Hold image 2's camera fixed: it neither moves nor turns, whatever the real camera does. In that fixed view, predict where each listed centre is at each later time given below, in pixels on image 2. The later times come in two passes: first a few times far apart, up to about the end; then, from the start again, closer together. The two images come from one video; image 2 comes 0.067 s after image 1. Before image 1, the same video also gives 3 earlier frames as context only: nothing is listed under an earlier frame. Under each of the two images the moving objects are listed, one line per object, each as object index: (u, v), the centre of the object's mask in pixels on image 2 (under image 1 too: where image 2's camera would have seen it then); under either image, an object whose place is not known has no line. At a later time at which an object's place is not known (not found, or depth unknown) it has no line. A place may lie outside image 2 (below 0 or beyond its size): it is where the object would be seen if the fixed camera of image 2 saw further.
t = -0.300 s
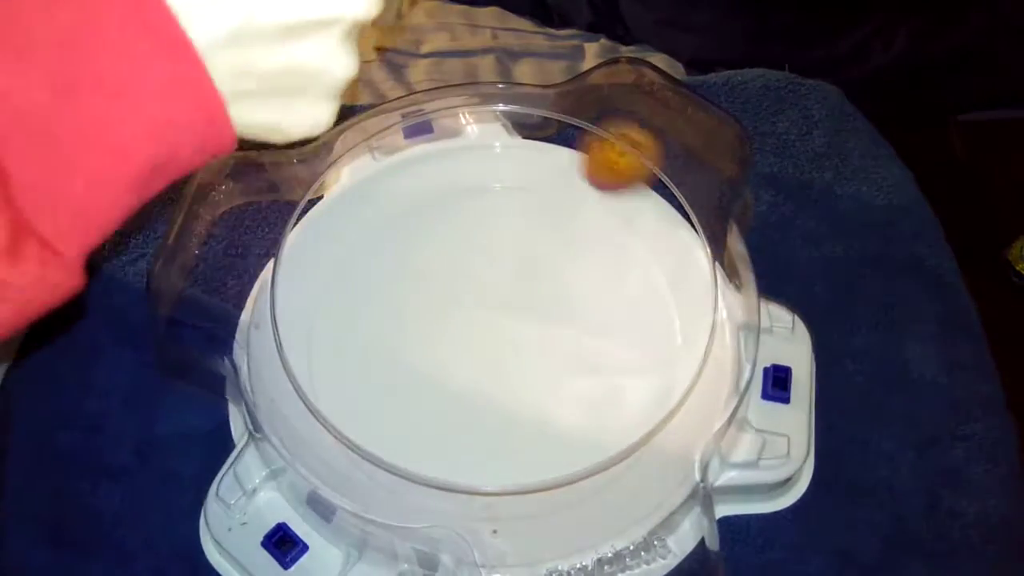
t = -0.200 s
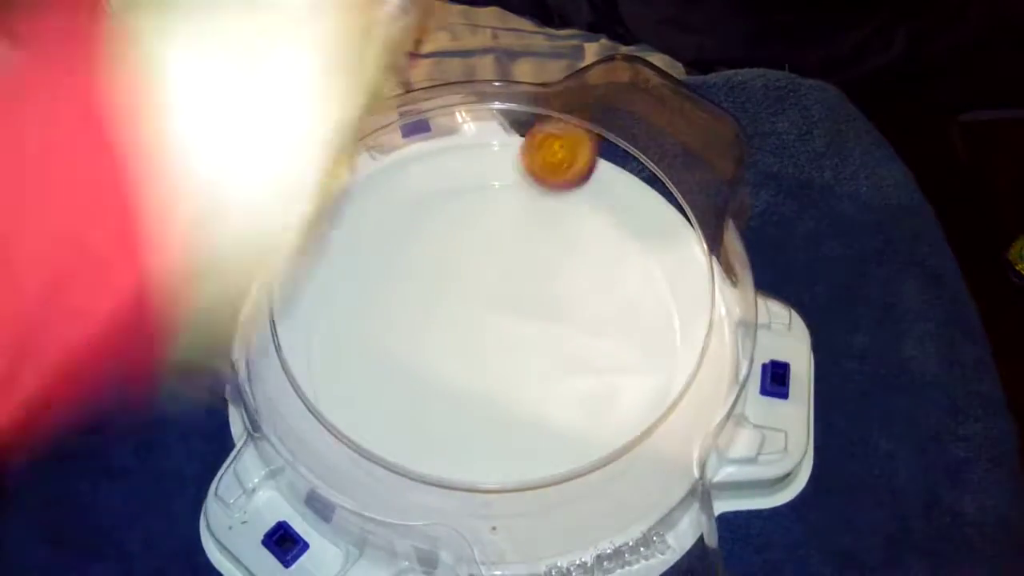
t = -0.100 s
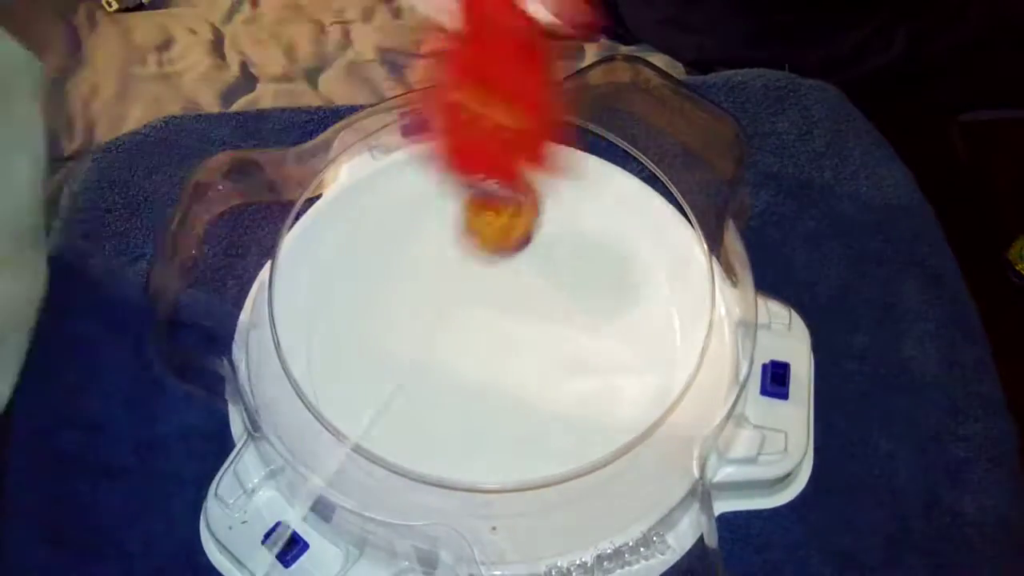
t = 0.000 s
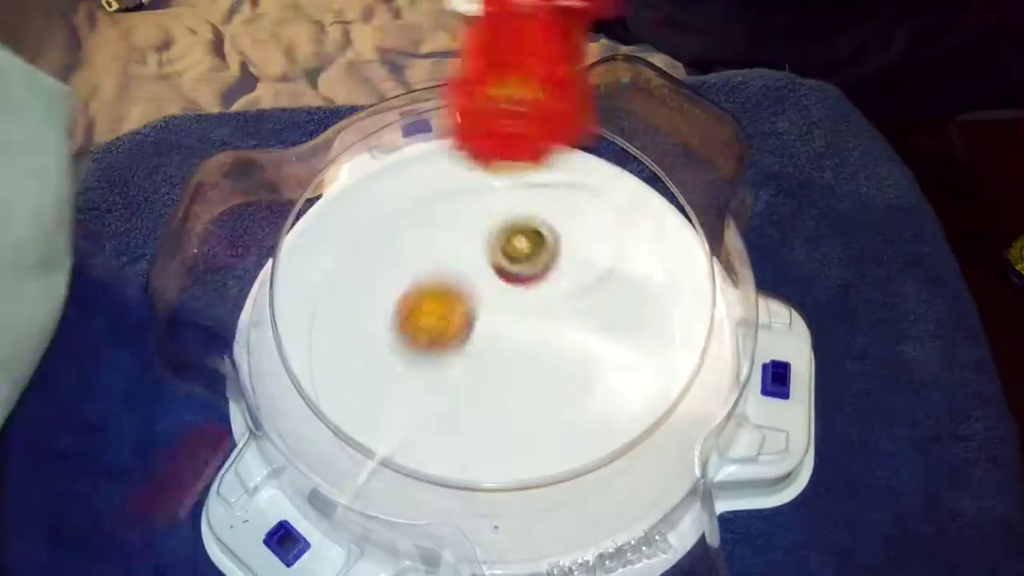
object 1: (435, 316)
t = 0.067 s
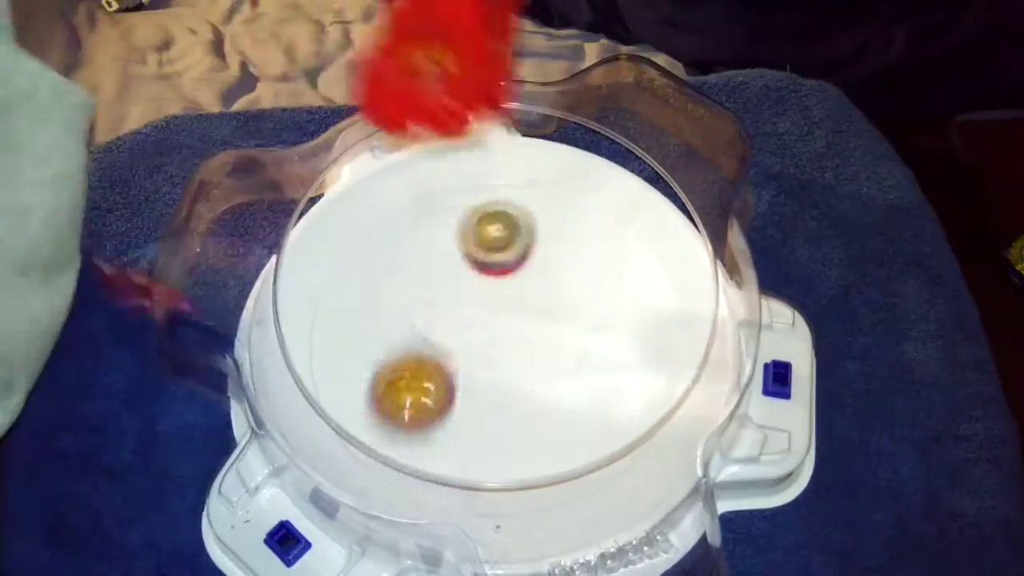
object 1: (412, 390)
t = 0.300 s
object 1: (509, 517)
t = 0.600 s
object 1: (640, 401)
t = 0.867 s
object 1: (502, 217)
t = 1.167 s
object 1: (322, 336)
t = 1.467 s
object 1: (622, 447)
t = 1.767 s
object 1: (521, 173)
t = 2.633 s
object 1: (571, 235)
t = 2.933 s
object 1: (613, 267)
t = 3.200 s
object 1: (616, 348)
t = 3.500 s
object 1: (598, 252)
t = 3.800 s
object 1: (505, 404)
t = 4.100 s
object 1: (549, 476)
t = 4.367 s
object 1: (548, 406)
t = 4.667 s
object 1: (402, 301)
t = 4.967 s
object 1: (343, 360)
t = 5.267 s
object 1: (574, 424)
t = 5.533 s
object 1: (657, 287)
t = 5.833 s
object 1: (538, 247)
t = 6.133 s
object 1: (505, 359)
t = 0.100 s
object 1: (410, 425)
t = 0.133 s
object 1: (413, 460)
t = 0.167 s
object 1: (420, 488)
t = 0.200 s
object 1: (439, 497)
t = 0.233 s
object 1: (461, 508)
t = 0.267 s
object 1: (484, 514)
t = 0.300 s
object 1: (509, 517)
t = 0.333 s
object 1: (534, 517)
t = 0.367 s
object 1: (562, 513)
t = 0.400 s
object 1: (591, 508)
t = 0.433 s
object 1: (621, 500)
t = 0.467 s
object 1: (651, 487)
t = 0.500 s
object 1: (655, 465)
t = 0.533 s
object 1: (650, 442)
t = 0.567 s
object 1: (647, 422)
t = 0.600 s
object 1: (640, 401)
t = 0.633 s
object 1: (634, 376)
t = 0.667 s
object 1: (627, 350)
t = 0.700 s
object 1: (618, 323)
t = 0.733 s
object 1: (604, 297)
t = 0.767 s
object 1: (584, 273)
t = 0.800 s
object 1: (559, 250)
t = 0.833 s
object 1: (531, 232)
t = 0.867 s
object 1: (502, 217)
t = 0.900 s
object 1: (470, 206)
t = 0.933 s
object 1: (439, 201)
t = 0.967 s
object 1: (409, 199)
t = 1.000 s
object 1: (379, 204)
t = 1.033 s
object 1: (360, 220)
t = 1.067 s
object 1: (346, 247)
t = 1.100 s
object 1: (334, 274)
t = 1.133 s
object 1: (326, 305)
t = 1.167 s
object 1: (322, 336)
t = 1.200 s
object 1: (323, 372)
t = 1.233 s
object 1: (341, 406)
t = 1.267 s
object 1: (367, 439)
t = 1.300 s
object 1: (403, 464)
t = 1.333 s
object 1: (446, 482)
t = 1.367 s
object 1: (492, 489)
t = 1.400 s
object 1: (539, 484)
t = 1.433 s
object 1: (583, 469)
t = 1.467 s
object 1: (622, 447)
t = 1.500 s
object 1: (650, 414)
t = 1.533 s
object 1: (671, 379)
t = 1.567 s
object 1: (679, 340)
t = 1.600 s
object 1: (676, 302)
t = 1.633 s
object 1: (662, 263)
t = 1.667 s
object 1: (638, 231)
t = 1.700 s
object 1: (606, 202)
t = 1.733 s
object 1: (566, 183)
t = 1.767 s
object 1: (521, 173)
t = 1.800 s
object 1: (472, 173)
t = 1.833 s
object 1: (426, 186)
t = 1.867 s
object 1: (384, 210)
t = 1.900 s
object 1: (350, 245)
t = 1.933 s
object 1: (330, 285)
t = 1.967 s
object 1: (314, 357)
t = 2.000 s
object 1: (320, 438)
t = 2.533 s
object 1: (623, 301)
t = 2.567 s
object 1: (606, 277)
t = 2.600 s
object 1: (589, 255)
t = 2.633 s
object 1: (571, 235)
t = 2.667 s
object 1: (555, 217)
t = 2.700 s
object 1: (540, 202)
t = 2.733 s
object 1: (544, 201)
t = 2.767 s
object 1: (560, 212)
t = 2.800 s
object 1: (573, 223)
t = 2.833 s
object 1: (584, 233)
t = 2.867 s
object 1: (595, 244)
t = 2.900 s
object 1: (604, 255)
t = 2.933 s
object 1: (613, 267)
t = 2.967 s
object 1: (620, 278)
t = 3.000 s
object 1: (624, 290)
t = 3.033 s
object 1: (627, 300)
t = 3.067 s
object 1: (628, 311)
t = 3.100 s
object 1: (628, 321)
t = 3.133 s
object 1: (625, 331)
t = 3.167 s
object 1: (622, 340)
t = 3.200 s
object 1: (616, 348)
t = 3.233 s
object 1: (609, 355)
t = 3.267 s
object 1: (612, 343)
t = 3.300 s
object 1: (618, 319)
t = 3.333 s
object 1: (623, 299)
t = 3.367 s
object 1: (624, 280)
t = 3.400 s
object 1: (621, 265)
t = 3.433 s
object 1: (616, 255)
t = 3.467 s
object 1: (608, 251)
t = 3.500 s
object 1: (598, 252)
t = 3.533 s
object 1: (587, 258)
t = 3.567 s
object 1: (574, 269)
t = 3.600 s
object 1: (561, 283)
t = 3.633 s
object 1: (548, 302)
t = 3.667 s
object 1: (536, 321)
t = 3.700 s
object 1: (524, 342)
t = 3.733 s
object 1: (515, 363)
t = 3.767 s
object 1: (509, 384)
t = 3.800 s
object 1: (505, 404)
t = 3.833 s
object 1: (503, 421)
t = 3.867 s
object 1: (504, 438)
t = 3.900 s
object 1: (507, 448)
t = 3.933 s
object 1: (511, 463)
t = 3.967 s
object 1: (518, 474)
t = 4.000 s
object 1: (526, 480)
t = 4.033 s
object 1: (534, 484)
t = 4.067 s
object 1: (542, 482)
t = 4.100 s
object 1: (549, 476)
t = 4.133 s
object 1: (554, 468)
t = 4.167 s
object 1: (558, 459)
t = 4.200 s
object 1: (559, 450)
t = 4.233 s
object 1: (559, 440)
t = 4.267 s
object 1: (558, 434)
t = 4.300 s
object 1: (556, 426)
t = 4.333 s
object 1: (553, 417)
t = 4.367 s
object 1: (548, 406)
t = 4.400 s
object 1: (540, 393)
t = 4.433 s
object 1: (530, 379)
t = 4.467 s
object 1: (516, 364)
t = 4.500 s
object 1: (501, 350)
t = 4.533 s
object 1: (482, 337)
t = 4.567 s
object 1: (462, 325)
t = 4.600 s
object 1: (441, 314)
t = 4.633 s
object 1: (420, 306)
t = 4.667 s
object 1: (402, 301)
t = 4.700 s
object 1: (383, 298)
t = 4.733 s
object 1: (364, 297)
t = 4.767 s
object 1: (348, 300)
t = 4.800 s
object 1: (334, 305)
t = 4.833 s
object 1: (323, 312)
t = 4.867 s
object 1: (322, 322)
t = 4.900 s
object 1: (326, 333)
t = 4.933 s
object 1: (334, 343)
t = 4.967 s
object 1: (343, 360)
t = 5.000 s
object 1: (358, 391)
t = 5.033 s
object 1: (377, 416)
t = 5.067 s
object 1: (403, 435)
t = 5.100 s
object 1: (432, 449)
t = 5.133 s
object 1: (463, 454)
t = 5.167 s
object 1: (493, 454)
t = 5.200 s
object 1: (524, 447)
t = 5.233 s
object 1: (550, 438)
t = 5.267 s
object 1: (574, 424)
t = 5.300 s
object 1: (594, 406)
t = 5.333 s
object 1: (611, 387)
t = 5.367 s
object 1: (637, 373)
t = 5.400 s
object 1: (660, 356)
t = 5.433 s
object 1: (677, 339)
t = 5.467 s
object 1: (676, 319)
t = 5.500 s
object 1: (669, 302)
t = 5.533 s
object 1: (657, 287)
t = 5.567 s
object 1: (644, 271)
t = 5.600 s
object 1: (629, 259)
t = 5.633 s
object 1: (613, 248)
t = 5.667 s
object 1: (598, 241)
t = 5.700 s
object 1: (585, 237)
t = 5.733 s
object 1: (573, 236)
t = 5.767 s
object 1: (562, 238)
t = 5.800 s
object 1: (550, 242)
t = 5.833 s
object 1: (538, 247)
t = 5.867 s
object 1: (526, 255)
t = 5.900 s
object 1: (514, 265)
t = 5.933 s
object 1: (502, 277)
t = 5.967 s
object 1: (492, 292)
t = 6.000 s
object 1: (484, 309)
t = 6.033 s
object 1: (489, 321)
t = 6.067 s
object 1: (494, 334)
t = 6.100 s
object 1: (499, 347)
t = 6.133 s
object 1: (505, 359)
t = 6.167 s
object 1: (511, 370)
